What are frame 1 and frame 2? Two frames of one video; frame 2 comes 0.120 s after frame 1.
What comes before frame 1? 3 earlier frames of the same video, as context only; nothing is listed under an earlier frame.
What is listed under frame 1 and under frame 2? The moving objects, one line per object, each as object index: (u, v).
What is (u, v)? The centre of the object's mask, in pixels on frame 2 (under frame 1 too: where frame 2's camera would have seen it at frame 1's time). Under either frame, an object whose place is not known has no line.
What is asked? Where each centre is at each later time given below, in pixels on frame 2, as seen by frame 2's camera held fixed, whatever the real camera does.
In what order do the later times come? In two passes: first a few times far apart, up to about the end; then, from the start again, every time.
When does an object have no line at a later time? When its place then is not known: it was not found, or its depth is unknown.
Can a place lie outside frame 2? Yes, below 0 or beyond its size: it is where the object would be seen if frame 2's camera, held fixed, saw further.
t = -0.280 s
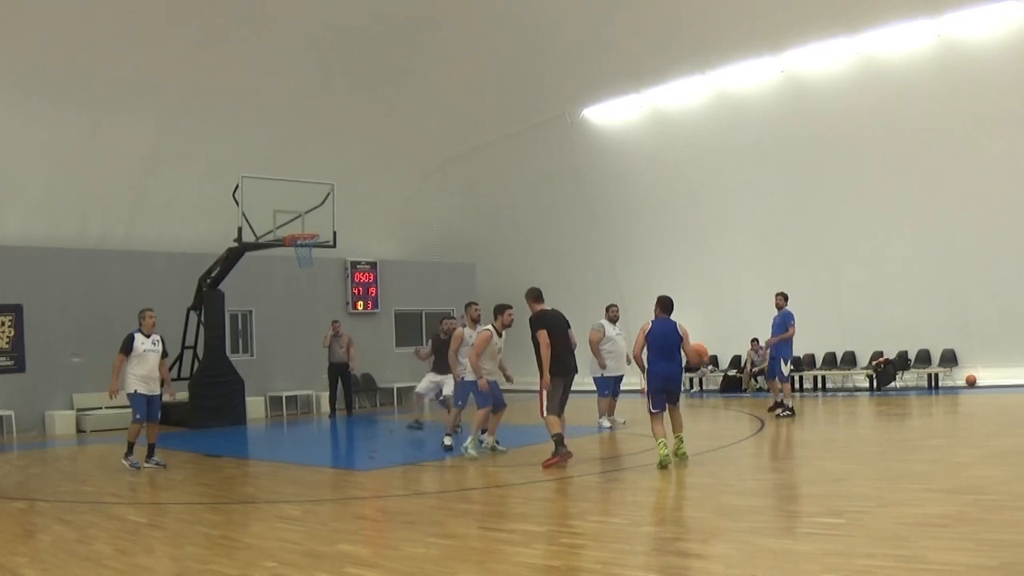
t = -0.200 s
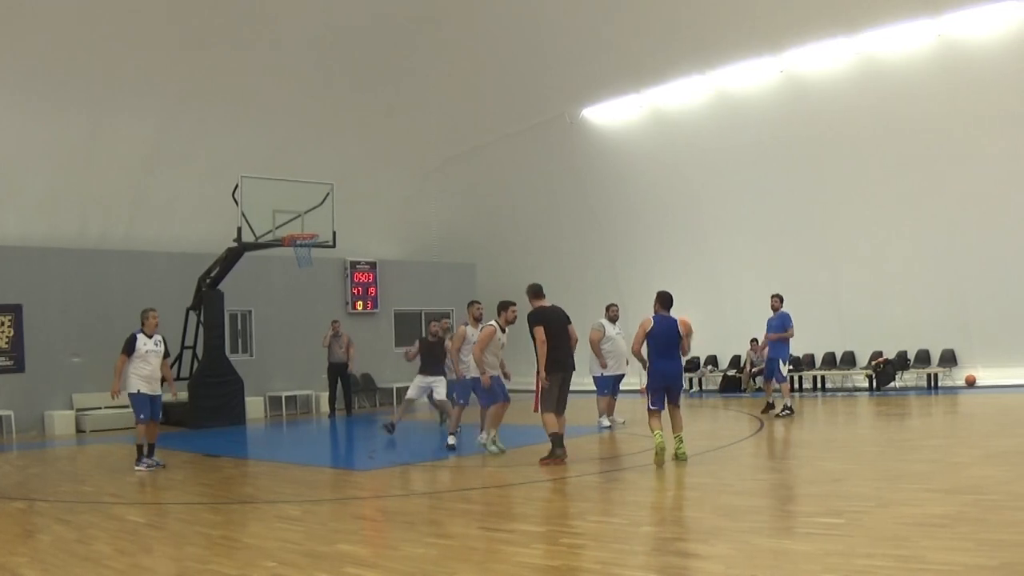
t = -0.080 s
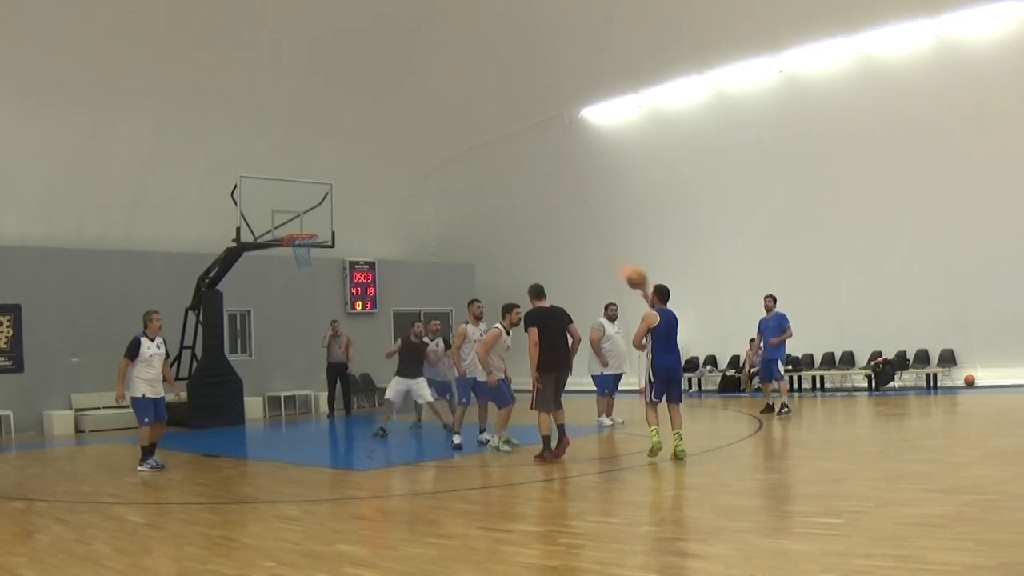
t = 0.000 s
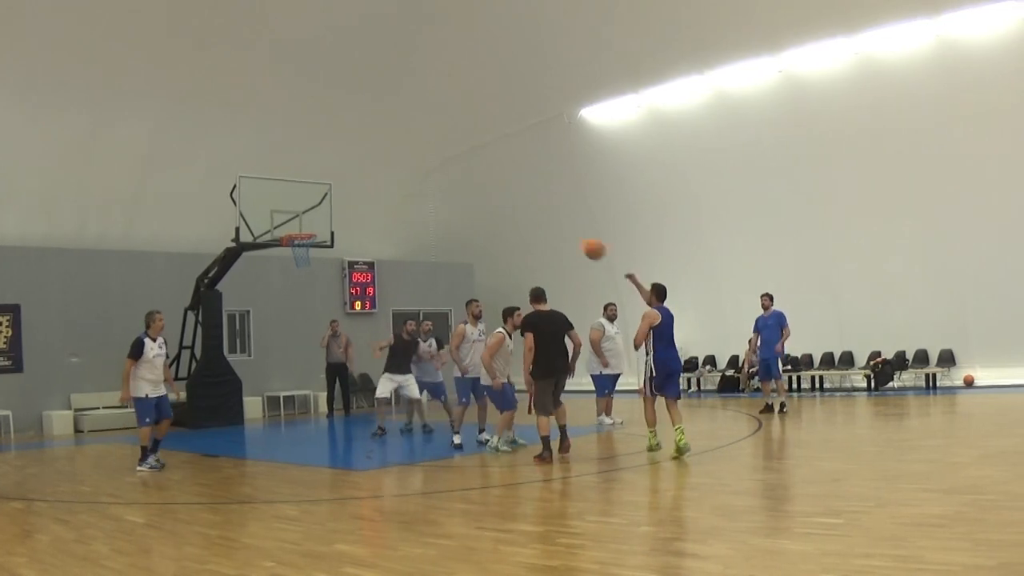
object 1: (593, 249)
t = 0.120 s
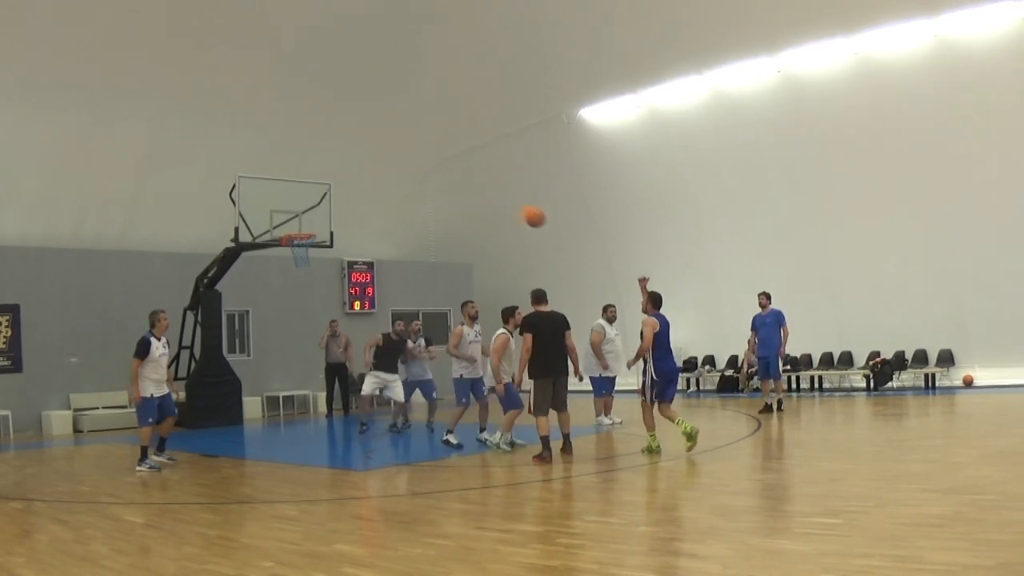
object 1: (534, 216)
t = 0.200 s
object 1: (497, 203)
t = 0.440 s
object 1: (399, 193)
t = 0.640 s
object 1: (330, 217)
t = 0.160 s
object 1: (514, 208)
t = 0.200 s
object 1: (497, 203)
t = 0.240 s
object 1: (480, 198)
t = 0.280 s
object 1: (463, 195)
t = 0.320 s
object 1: (445, 192)
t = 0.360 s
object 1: (430, 192)
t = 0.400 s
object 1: (414, 192)
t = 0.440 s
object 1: (399, 193)
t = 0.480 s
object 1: (385, 196)
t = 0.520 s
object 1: (370, 200)
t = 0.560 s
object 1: (357, 204)
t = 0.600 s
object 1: (343, 211)
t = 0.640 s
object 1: (330, 217)
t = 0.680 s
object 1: (317, 226)
